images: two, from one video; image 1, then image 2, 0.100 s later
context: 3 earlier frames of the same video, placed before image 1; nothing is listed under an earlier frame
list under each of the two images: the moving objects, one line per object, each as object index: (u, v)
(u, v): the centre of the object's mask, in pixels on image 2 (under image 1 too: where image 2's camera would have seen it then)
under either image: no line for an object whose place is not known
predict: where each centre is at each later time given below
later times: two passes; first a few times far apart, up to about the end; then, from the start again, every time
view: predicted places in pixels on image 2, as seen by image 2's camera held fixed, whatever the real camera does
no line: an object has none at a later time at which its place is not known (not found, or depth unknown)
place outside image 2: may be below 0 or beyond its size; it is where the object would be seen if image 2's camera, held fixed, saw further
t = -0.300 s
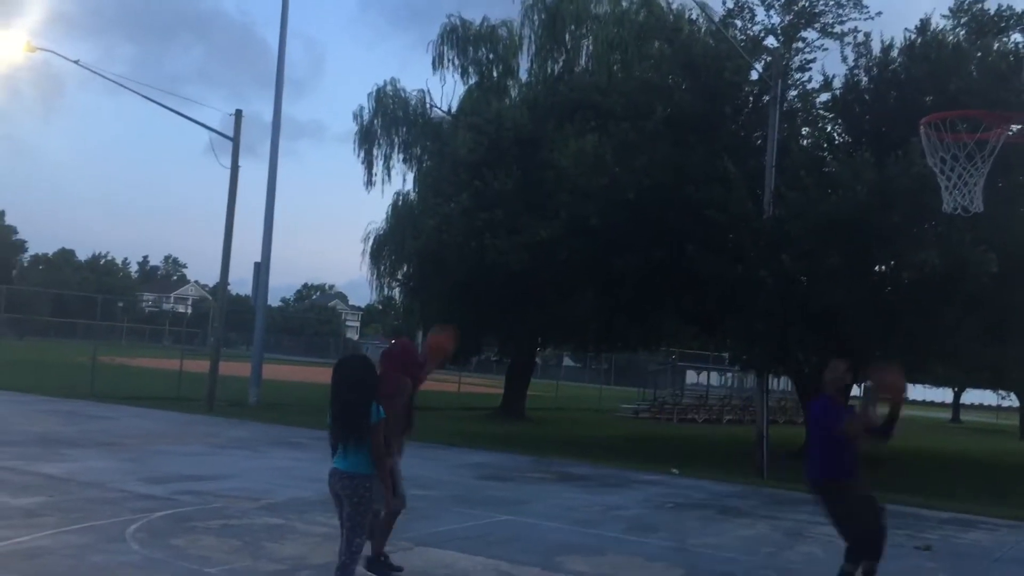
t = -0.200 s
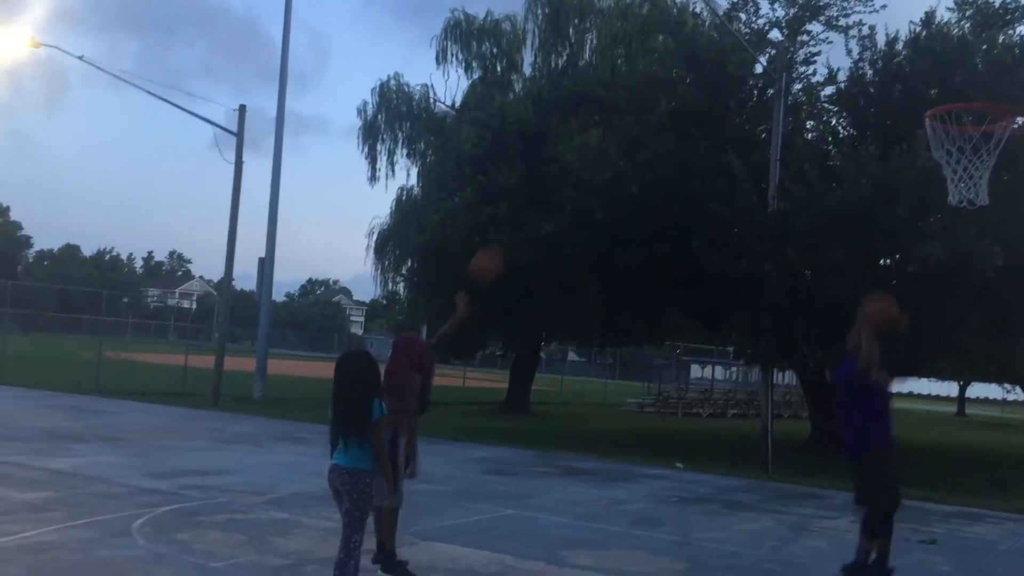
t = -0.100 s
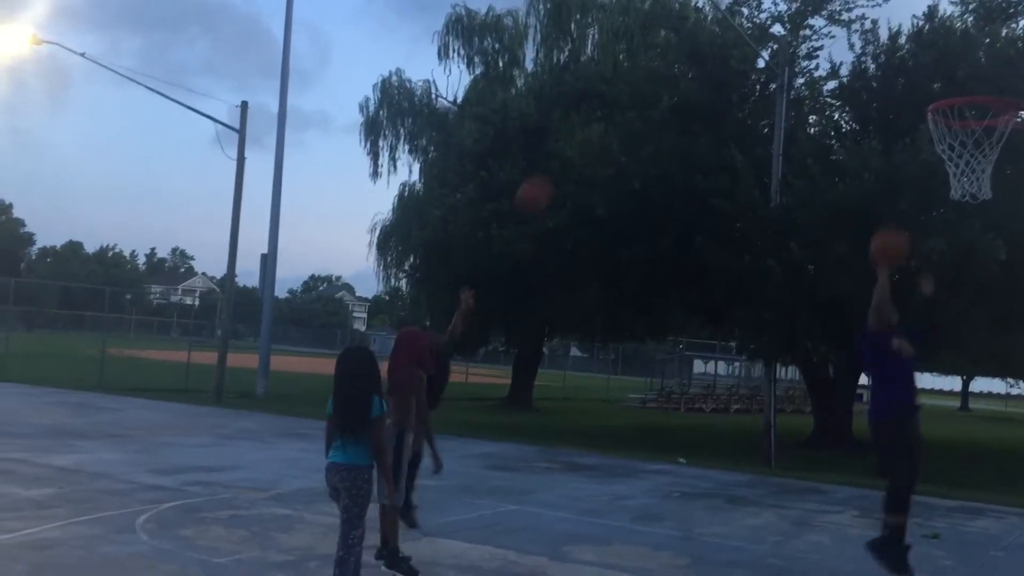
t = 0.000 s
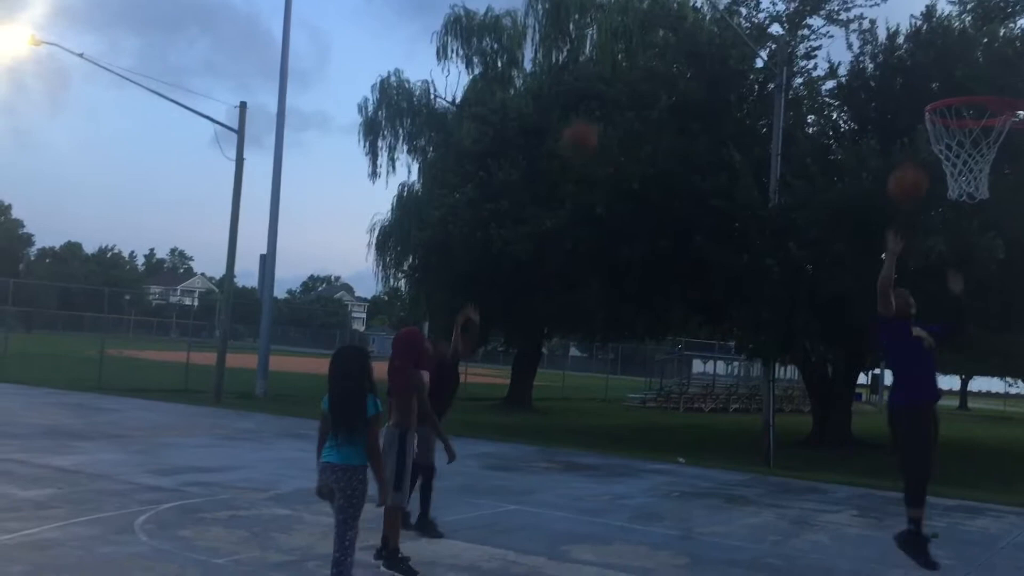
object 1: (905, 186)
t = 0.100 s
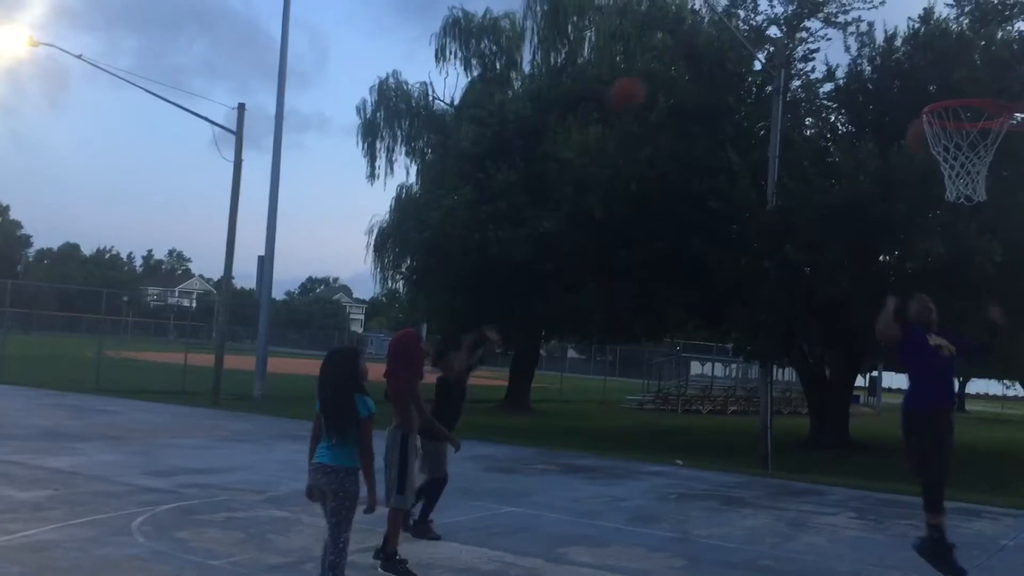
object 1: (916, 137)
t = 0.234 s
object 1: (957, 85)
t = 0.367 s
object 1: (990, 60)
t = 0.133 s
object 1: (918, 119)
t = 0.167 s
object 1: (938, 97)
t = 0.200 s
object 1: (948, 90)
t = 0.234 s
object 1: (957, 85)
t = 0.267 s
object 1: (966, 79)
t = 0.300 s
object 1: (973, 73)
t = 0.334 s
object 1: (977, 67)
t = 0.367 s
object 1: (990, 60)
